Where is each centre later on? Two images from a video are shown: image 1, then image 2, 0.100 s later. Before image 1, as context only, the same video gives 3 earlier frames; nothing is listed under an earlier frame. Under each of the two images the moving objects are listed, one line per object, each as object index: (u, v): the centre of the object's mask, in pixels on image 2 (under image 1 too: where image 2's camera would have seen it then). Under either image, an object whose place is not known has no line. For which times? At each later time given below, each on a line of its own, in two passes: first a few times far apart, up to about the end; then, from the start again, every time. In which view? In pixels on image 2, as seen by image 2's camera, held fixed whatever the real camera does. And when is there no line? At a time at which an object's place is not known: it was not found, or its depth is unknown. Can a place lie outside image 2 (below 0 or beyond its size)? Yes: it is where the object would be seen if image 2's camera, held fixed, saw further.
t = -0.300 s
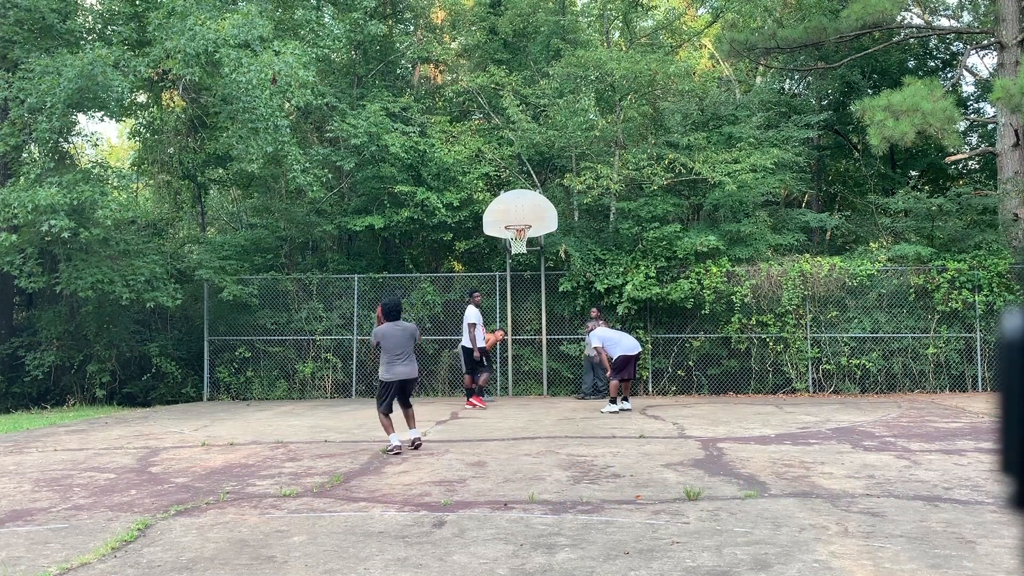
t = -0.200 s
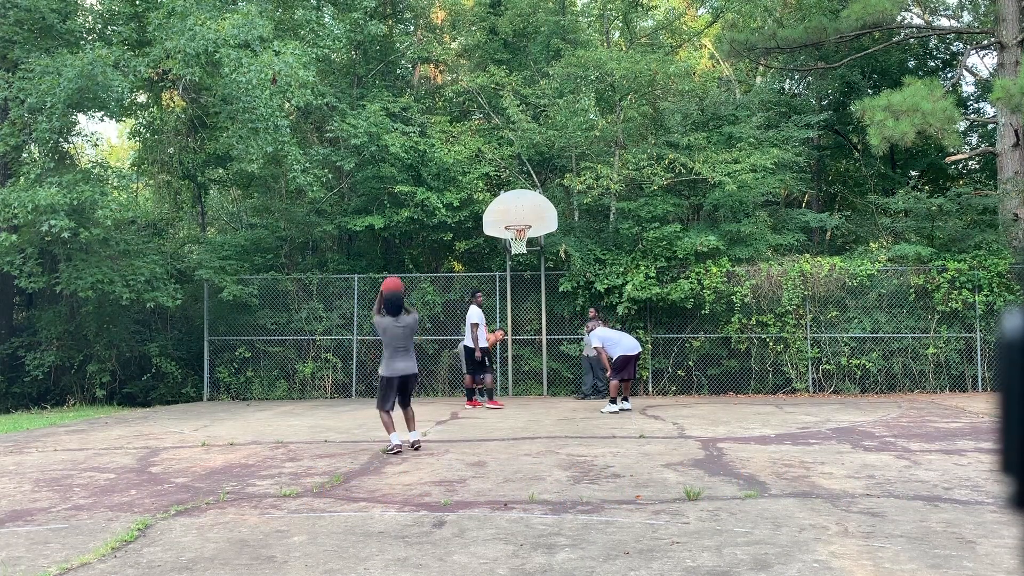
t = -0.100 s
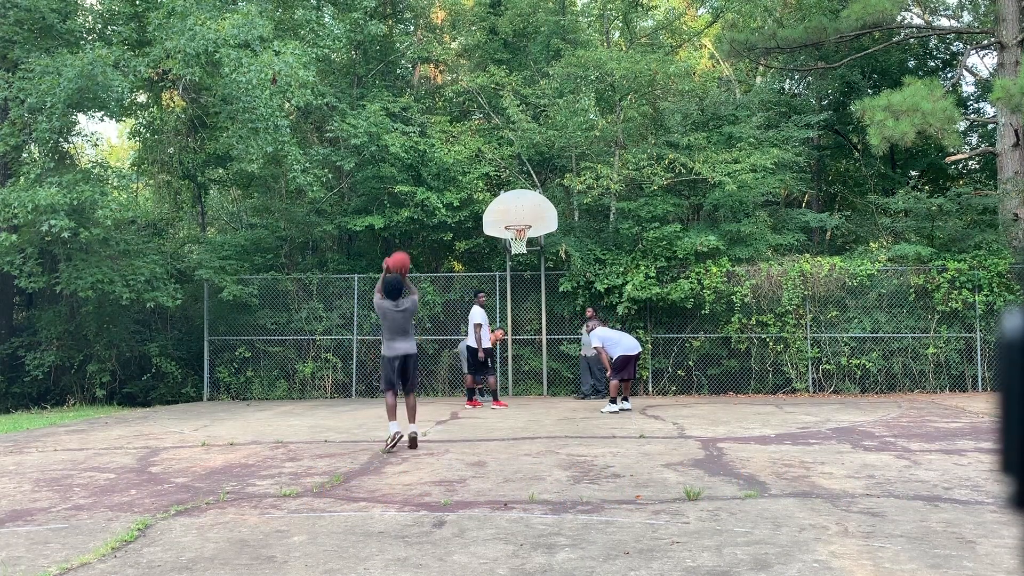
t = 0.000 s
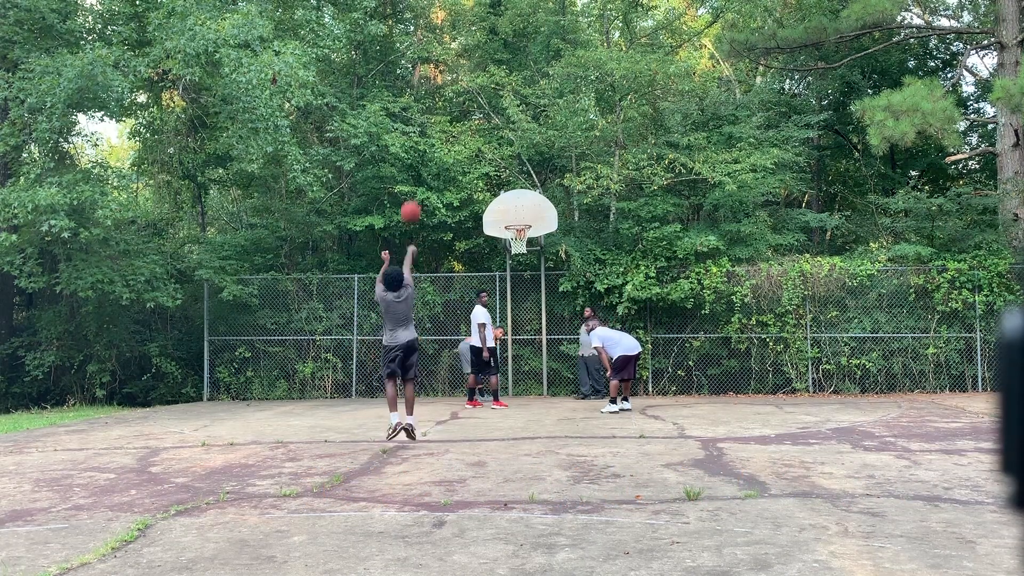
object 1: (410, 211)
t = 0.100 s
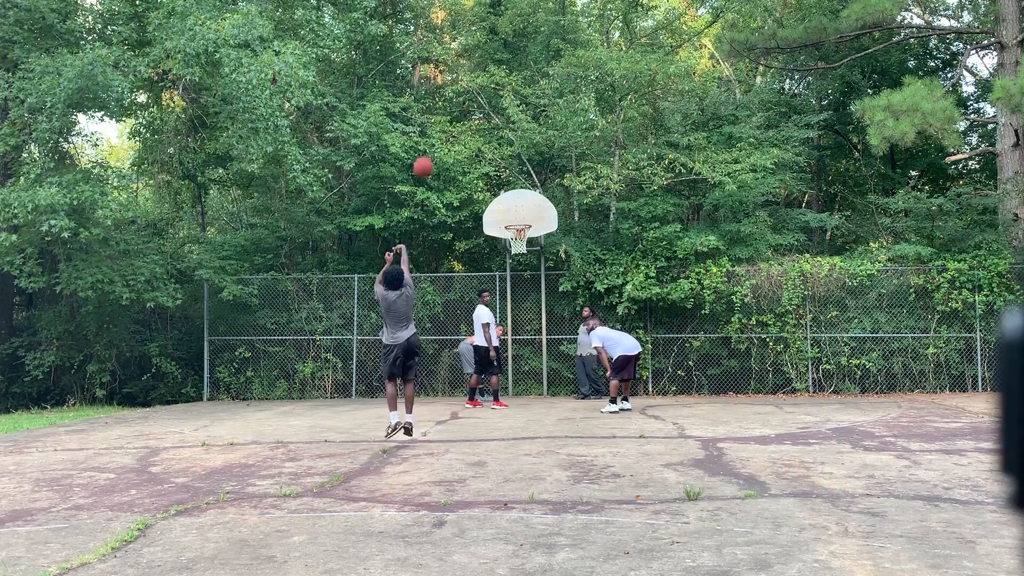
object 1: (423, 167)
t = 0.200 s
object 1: (434, 134)
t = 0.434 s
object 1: (457, 96)
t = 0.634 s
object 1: (473, 96)
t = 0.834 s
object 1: (488, 120)
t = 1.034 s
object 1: (500, 163)
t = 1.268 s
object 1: (515, 218)
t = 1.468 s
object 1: (550, 186)
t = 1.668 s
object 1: (586, 174)
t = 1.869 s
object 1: (624, 183)
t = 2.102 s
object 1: (662, 220)
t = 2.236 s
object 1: (684, 254)
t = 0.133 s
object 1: (427, 154)
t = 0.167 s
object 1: (431, 144)
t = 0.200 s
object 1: (434, 134)
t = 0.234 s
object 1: (438, 125)
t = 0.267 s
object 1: (441, 118)
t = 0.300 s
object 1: (444, 111)
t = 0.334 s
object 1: (448, 107)
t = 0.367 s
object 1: (451, 102)
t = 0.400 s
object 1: (454, 99)
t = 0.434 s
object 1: (457, 96)
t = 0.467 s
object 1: (460, 94)
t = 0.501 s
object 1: (463, 93)
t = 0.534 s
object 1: (465, 93)
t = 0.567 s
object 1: (468, 93)
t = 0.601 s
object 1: (470, 94)
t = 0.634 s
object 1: (473, 96)
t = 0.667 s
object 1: (476, 99)
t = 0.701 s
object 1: (478, 102)
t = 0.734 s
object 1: (480, 105)
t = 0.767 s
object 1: (483, 110)
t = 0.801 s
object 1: (485, 115)
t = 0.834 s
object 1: (488, 120)
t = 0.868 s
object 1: (489, 126)
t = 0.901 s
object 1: (491, 132)
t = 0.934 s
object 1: (494, 139)
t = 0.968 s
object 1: (496, 147)
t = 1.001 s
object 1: (497, 155)
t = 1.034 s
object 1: (500, 163)
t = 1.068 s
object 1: (502, 172)
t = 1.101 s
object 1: (503, 181)
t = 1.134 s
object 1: (505, 190)
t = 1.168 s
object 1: (507, 201)
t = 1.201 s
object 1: (509, 211)
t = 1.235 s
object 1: (510, 221)
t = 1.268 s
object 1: (515, 218)
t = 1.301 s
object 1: (521, 211)
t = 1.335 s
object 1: (527, 205)
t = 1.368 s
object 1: (533, 199)
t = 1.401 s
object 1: (539, 194)
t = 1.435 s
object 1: (544, 189)
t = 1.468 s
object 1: (550, 186)
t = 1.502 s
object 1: (557, 182)
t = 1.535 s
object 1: (563, 180)
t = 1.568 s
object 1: (569, 177)
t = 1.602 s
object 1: (575, 176)
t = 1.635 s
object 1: (580, 175)
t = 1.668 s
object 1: (586, 174)
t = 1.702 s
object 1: (592, 175)
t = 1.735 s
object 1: (598, 175)
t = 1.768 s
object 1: (603, 175)
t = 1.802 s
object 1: (610, 176)
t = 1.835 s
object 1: (617, 179)
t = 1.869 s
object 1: (624, 183)
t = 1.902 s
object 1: (629, 186)
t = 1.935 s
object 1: (633, 191)
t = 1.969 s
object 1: (638, 195)
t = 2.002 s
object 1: (644, 200)
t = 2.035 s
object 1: (650, 206)
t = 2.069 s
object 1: (656, 213)
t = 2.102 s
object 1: (662, 220)
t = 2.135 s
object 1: (667, 227)
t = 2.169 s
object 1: (673, 236)
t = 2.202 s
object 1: (679, 244)
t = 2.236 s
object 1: (684, 254)
